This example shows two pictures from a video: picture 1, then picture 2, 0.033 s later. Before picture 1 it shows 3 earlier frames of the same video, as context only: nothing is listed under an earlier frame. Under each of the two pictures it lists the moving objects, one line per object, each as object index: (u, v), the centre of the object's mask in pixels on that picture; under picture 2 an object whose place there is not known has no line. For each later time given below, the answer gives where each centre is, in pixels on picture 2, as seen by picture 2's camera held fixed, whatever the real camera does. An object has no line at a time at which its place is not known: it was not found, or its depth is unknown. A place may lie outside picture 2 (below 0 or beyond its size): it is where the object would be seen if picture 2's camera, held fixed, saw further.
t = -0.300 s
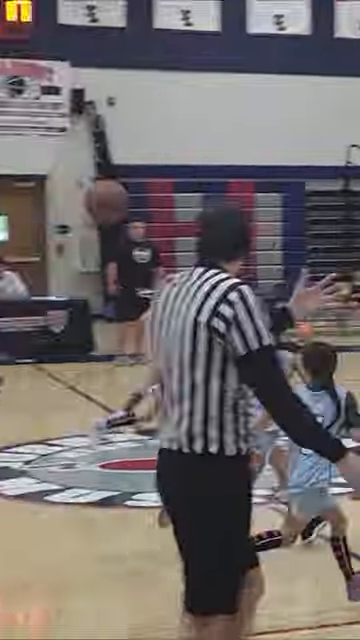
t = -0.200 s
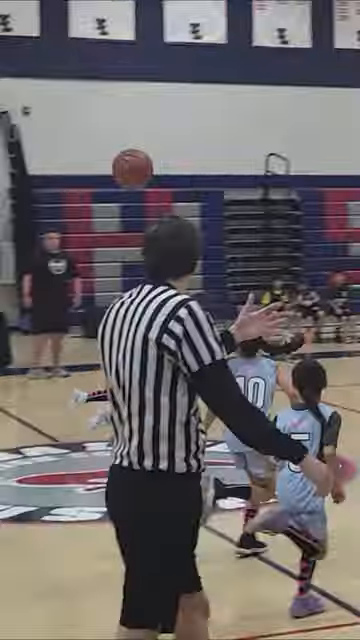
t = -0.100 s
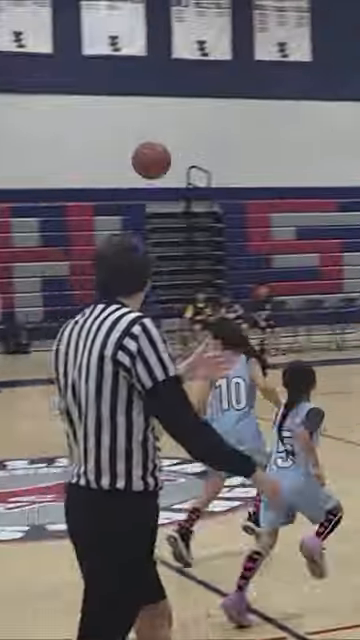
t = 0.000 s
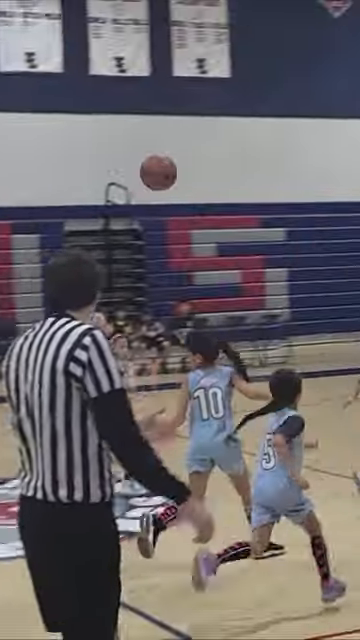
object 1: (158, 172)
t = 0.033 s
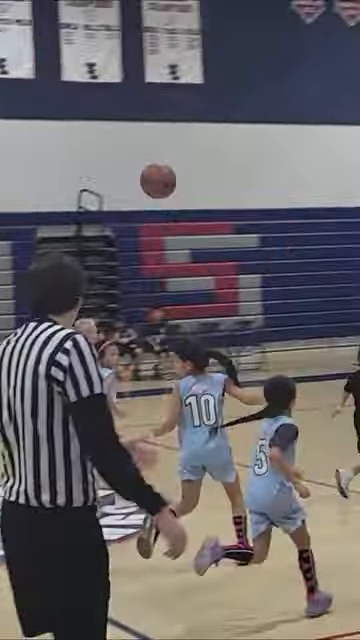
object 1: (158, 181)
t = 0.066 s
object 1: (184, 184)
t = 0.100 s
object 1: (209, 190)
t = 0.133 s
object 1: (232, 197)
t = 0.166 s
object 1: (257, 205)
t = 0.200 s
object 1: (282, 214)
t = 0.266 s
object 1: (326, 235)
